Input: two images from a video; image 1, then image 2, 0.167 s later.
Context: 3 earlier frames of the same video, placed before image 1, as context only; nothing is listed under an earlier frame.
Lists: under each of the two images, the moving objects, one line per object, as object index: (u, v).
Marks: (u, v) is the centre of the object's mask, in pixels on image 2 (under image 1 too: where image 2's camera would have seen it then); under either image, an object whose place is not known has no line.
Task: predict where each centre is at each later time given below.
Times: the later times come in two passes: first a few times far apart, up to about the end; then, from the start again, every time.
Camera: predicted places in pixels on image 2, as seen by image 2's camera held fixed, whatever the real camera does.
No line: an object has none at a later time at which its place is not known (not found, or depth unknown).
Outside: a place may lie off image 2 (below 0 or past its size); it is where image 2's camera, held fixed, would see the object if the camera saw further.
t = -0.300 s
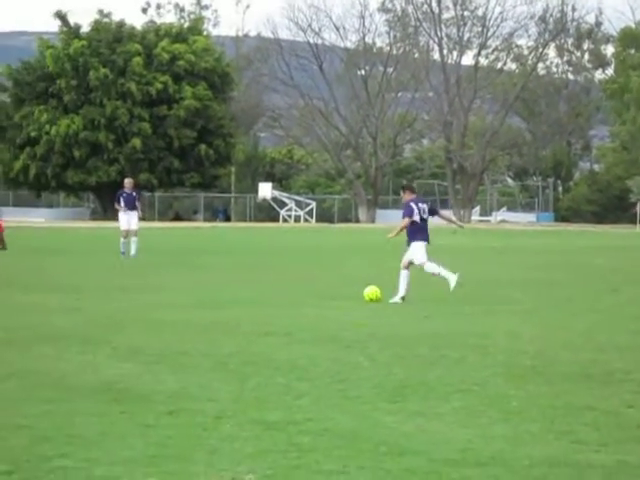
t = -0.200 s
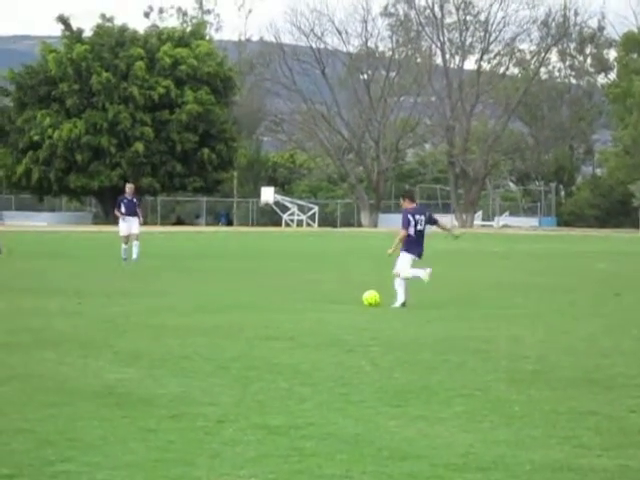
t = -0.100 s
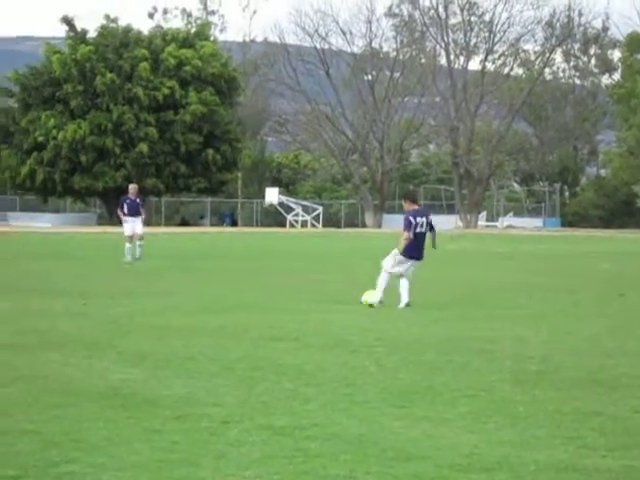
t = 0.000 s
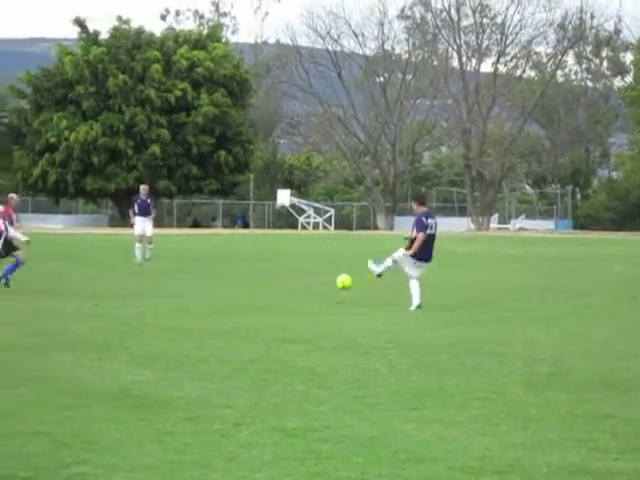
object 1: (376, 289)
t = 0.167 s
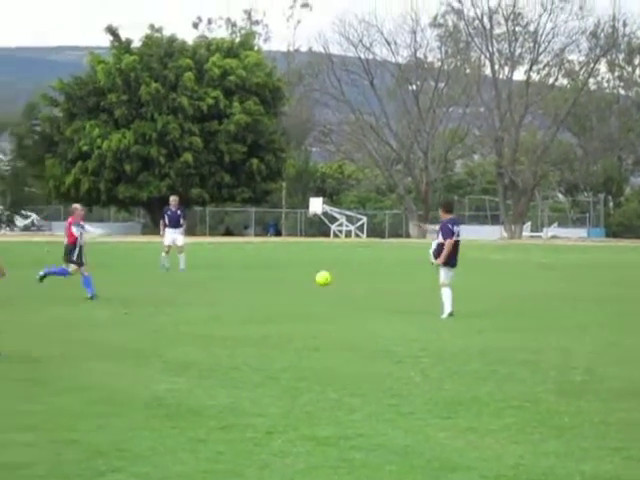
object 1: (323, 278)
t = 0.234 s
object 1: (305, 278)
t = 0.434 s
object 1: (262, 282)
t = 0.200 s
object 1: (313, 278)
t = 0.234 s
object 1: (305, 278)
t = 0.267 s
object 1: (296, 280)
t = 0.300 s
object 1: (289, 282)
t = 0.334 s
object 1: (280, 285)
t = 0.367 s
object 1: (273, 289)
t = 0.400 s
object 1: (266, 287)
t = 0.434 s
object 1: (262, 282)
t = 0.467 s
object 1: (258, 278)
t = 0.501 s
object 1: (254, 275)
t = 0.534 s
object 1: (249, 272)
